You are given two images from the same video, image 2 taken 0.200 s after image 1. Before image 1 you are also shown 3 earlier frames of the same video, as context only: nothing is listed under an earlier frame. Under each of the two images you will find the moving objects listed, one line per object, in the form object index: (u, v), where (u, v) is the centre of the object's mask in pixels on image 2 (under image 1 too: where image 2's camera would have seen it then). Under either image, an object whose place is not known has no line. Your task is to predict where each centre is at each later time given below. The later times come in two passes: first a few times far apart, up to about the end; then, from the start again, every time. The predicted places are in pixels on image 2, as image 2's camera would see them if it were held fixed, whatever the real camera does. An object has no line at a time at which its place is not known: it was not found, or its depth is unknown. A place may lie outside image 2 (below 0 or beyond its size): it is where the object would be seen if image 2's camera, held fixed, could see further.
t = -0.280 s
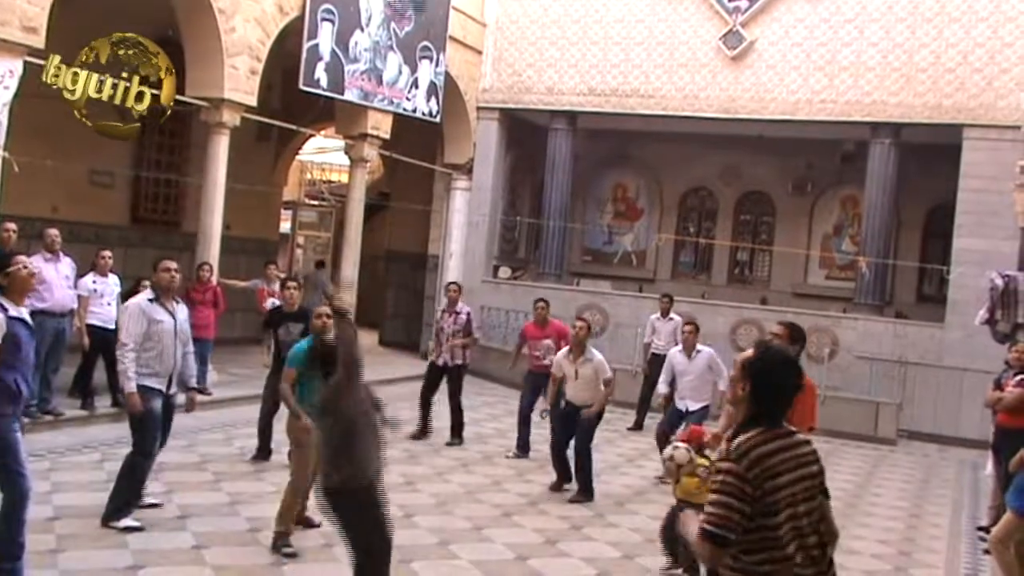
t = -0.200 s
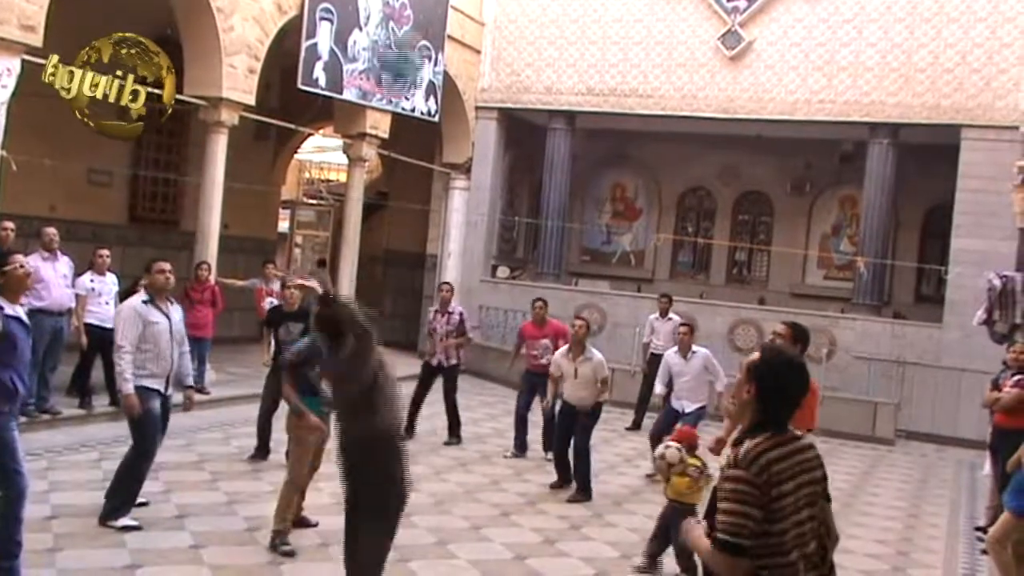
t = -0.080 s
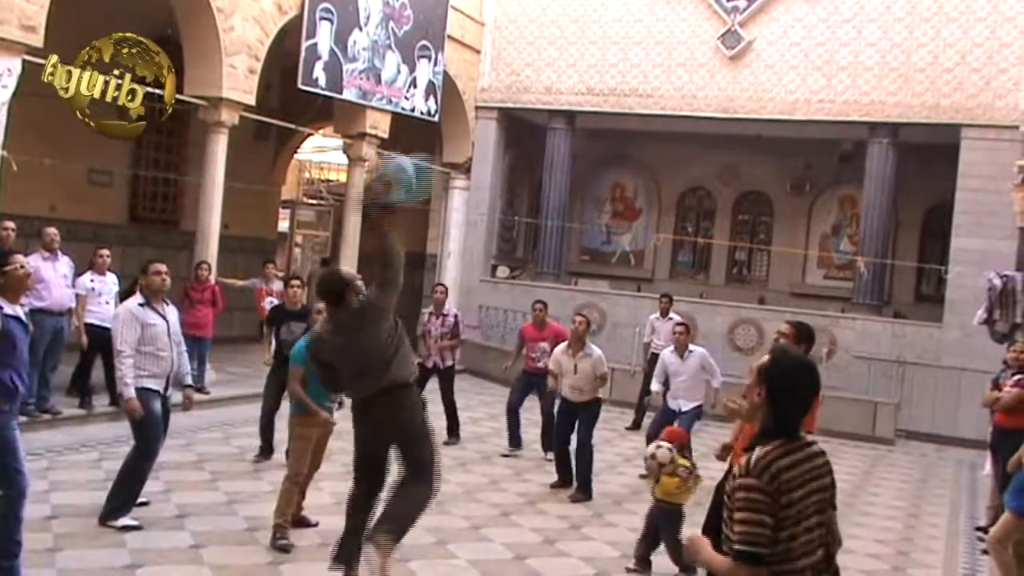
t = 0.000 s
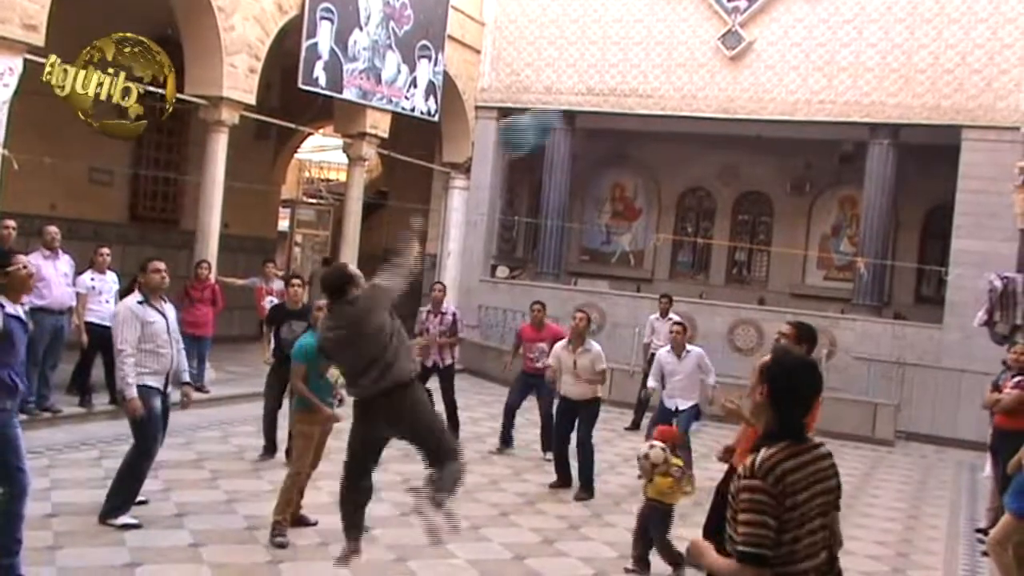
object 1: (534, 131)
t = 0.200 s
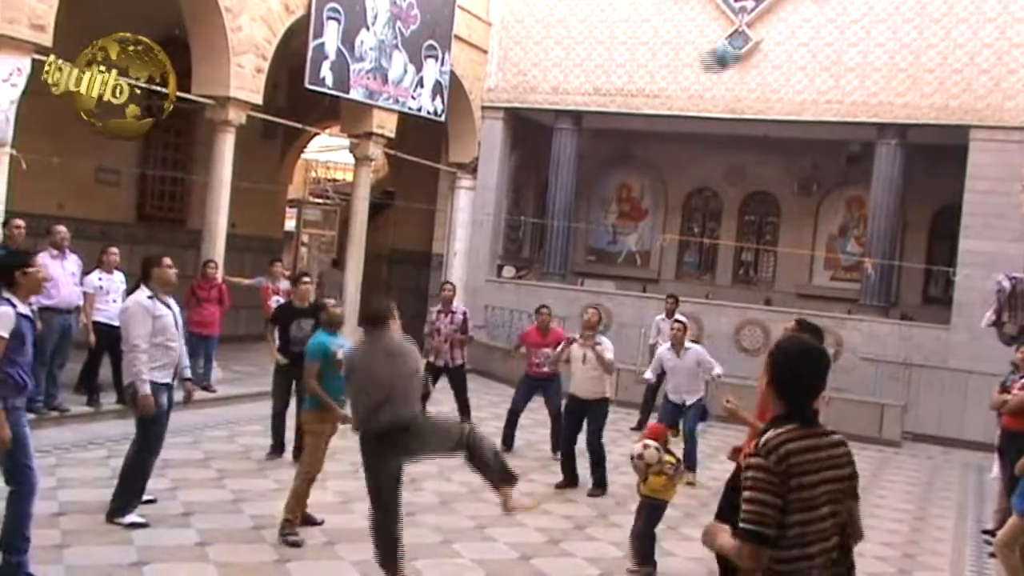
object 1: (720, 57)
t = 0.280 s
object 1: (764, 41)
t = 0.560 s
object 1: (856, 53)
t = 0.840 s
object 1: (909, 121)
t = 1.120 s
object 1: (936, 229)
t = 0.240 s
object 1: (742, 47)
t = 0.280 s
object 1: (764, 41)
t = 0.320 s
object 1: (779, 38)
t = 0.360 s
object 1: (795, 36)
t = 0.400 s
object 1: (810, 35)
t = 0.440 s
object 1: (824, 37)
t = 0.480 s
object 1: (836, 42)
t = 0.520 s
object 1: (847, 47)
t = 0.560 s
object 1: (856, 53)
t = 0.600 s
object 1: (867, 61)
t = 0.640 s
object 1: (875, 68)
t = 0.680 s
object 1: (883, 78)
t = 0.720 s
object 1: (891, 88)
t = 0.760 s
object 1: (898, 98)
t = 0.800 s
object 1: (905, 110)
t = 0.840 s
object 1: (909, 121)
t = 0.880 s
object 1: (914, 134)
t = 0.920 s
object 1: (919, 148)
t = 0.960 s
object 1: (924, 163)
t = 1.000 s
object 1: (927, 179)
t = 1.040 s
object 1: (931, 195)
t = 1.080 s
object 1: (934, 212)
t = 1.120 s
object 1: (936, 229)
